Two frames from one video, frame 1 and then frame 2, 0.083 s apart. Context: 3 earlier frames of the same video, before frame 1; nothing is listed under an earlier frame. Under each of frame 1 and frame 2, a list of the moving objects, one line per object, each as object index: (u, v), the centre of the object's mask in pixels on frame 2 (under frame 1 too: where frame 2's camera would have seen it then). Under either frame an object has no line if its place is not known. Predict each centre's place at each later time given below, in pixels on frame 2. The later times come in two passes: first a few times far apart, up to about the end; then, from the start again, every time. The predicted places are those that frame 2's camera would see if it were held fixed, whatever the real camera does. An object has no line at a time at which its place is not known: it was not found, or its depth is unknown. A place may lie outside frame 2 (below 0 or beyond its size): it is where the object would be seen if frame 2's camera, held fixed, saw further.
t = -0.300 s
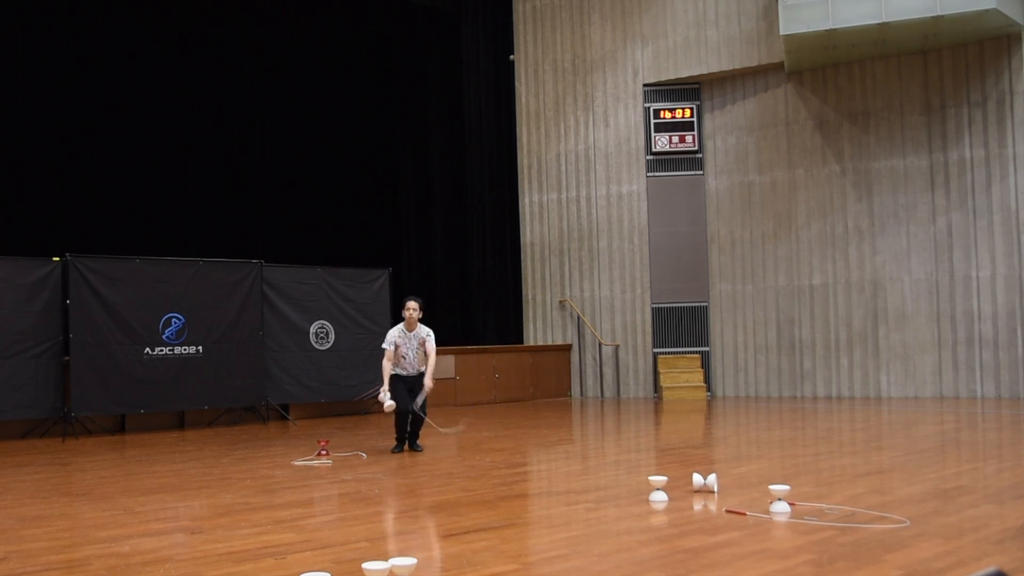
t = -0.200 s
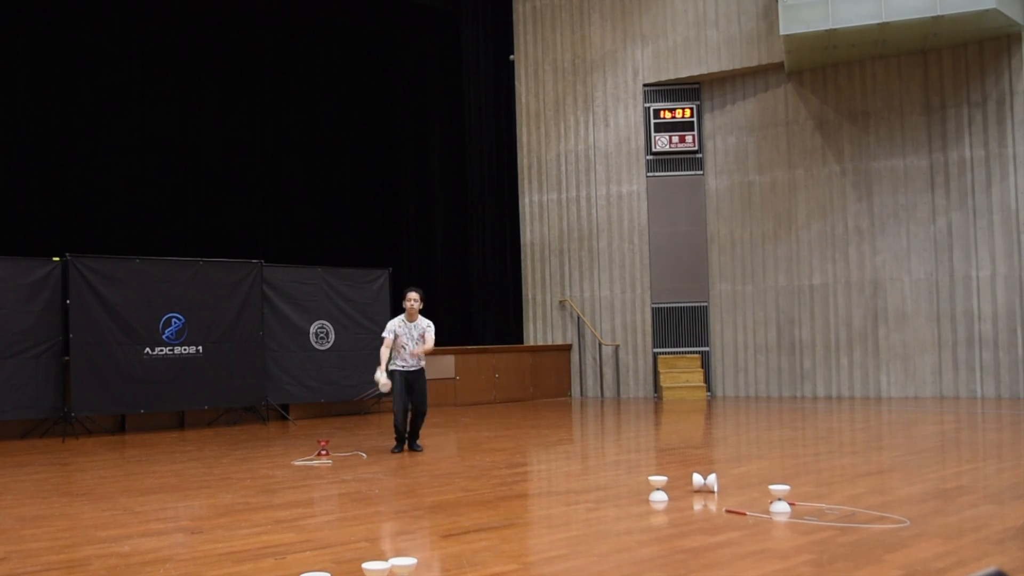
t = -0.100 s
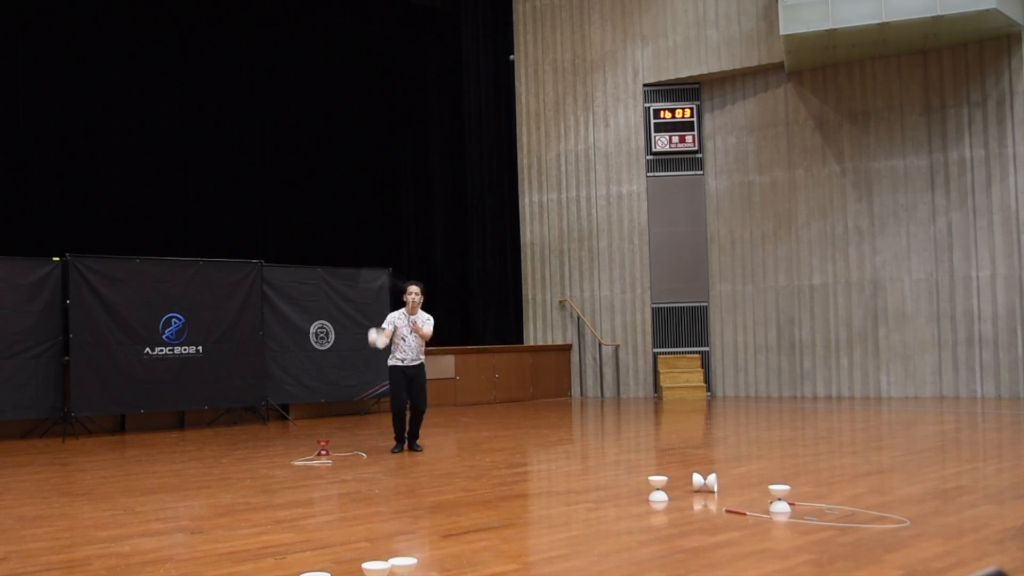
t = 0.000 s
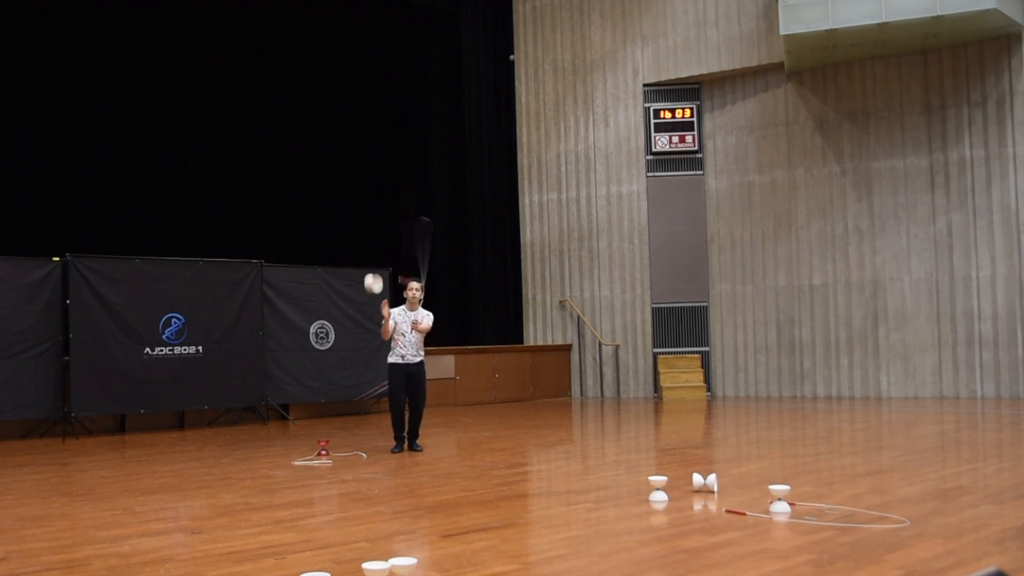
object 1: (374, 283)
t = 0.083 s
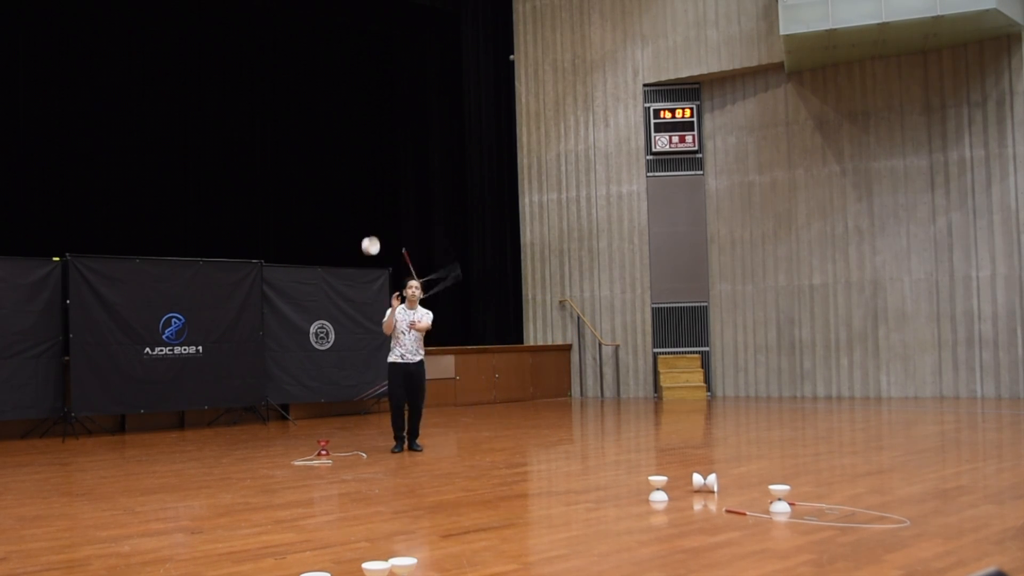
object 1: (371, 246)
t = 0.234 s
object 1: (366, 196)
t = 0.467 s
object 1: (360, 165)
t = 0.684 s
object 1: (356, 185)
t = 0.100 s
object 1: (370, 239)
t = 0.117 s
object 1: (370, 233)
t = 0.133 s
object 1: (369, 227)
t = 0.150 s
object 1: (369, 221)
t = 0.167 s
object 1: (368, 215)
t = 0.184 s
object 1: (368, 210)
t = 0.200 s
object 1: (367, 205)
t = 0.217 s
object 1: (367, 201)
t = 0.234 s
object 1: (366, 196)
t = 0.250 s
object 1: (366, 192)
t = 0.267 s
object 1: (365, 188)
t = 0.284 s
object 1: (365, 185)
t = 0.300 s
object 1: (364, 181)
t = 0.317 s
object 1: (364, 179)
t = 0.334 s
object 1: (363, 176)
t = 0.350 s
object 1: (363, 174)
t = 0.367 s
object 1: (363, 171)
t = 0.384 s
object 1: (362, 170)
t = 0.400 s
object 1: (362, 168)
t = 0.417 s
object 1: (361, 167)
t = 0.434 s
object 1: (361, 166)
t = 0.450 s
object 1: (361, 165)
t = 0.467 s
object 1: (360, 165)
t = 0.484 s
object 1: (360, 164)
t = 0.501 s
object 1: (360, 165)
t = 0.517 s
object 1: (359, 165)
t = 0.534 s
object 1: (359, 166)
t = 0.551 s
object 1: (359, 167)
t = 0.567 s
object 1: (358, 168)
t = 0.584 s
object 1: (358, 170)
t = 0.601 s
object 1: (358, 172)
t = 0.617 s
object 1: (357, 174)
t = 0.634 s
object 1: (357, 176)
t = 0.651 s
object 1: (357, 179)
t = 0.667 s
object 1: (356, 182)
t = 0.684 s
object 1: (356, 185)
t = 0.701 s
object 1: (356, 189)
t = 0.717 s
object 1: (355, 193)
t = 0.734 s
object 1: (355, 197)
